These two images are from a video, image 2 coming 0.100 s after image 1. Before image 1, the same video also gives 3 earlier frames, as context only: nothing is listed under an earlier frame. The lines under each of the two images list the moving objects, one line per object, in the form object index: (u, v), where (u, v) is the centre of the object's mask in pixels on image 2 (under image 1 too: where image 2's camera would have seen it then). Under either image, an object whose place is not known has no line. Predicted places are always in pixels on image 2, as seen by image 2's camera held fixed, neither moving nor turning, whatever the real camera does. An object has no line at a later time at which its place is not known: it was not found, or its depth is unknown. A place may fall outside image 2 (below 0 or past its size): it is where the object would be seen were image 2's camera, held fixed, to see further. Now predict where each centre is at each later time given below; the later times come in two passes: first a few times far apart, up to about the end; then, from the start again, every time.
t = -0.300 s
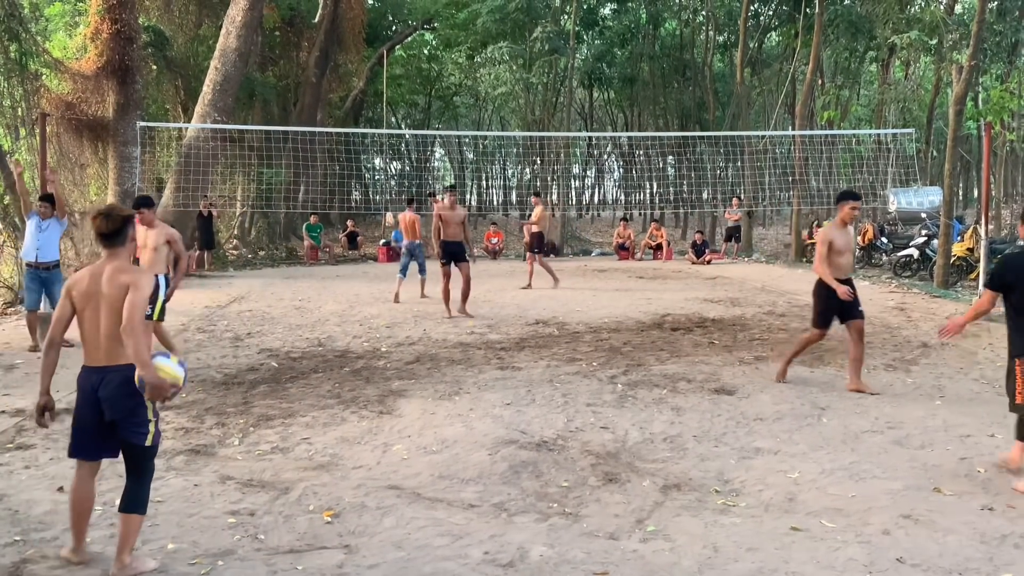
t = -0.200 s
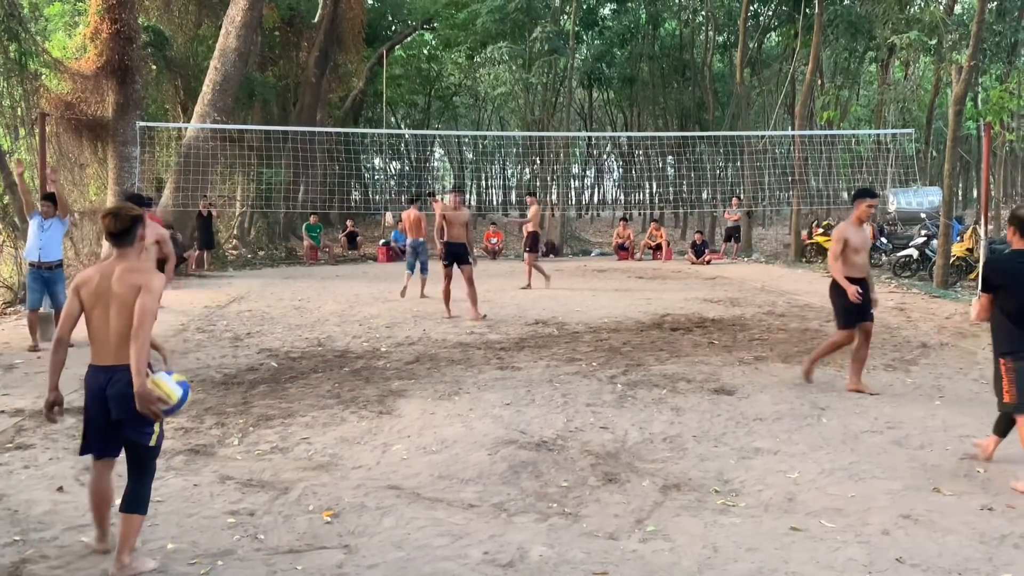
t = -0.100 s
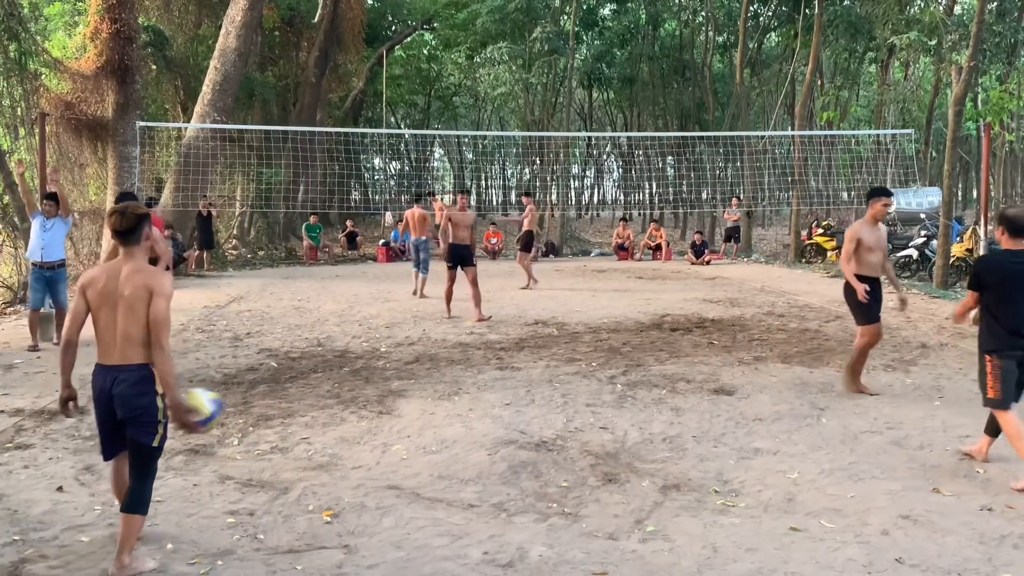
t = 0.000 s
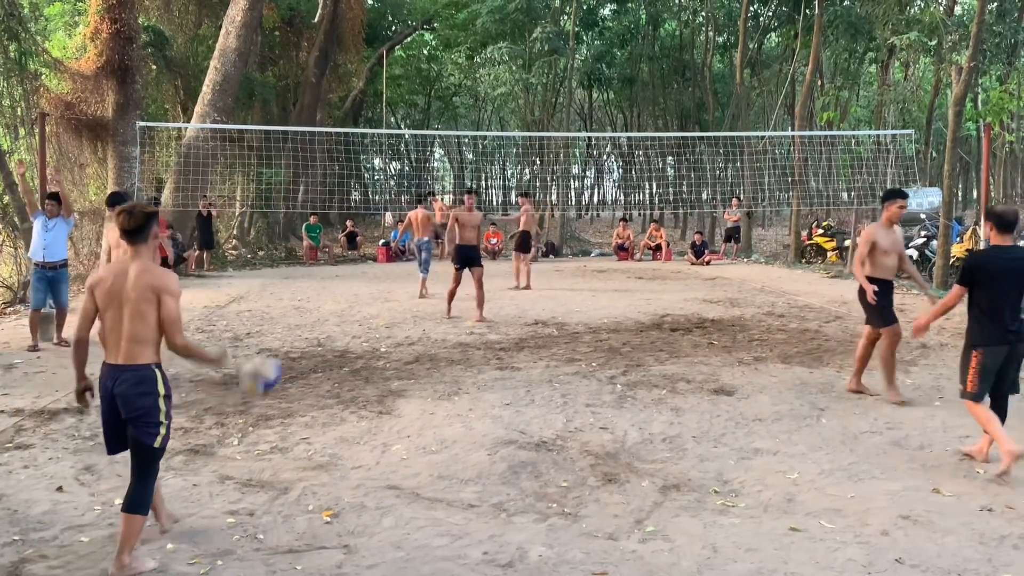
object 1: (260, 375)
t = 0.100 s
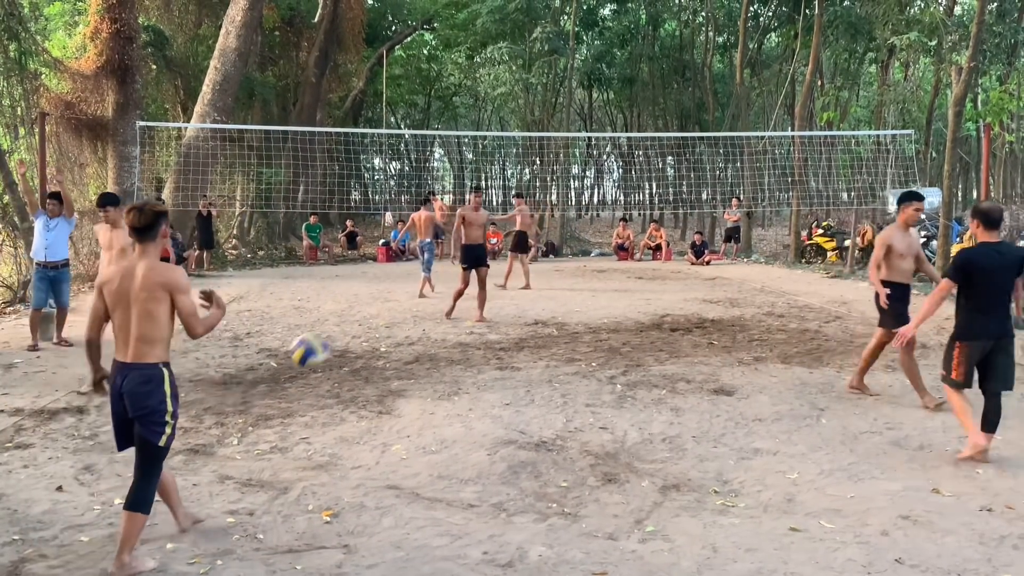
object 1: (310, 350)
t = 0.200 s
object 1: (346, 345)
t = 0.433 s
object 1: (407, 382)
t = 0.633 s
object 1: (434, 355)
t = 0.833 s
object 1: (452, 345)
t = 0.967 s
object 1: (459, 328)
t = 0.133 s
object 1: (323, 347)
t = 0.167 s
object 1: (336, 346)
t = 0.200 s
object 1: (346, 345)
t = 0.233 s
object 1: (359, 345)
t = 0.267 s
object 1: (367, 350)
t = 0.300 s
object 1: (376, 354)
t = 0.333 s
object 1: (385, 360)
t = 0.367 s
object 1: (393, 367)
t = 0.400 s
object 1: (400, 373)
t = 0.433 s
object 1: (407, 382)
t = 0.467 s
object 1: (414, 378)
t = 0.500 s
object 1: (417, 372)
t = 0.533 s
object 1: (421, 365)
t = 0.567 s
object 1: (426, 361)
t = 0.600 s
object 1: (429, 358)
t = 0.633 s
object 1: (434, 355)
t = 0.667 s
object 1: (438, 354)
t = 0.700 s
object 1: (442, 354)
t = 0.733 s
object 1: (445, 354)
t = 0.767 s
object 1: (447, 350)
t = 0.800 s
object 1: (449, 347)
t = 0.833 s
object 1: (452, 345)
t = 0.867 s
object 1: (453, 342)
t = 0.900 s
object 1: (455, 336)
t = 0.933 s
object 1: (457, 332)
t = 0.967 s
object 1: (459, 328)
